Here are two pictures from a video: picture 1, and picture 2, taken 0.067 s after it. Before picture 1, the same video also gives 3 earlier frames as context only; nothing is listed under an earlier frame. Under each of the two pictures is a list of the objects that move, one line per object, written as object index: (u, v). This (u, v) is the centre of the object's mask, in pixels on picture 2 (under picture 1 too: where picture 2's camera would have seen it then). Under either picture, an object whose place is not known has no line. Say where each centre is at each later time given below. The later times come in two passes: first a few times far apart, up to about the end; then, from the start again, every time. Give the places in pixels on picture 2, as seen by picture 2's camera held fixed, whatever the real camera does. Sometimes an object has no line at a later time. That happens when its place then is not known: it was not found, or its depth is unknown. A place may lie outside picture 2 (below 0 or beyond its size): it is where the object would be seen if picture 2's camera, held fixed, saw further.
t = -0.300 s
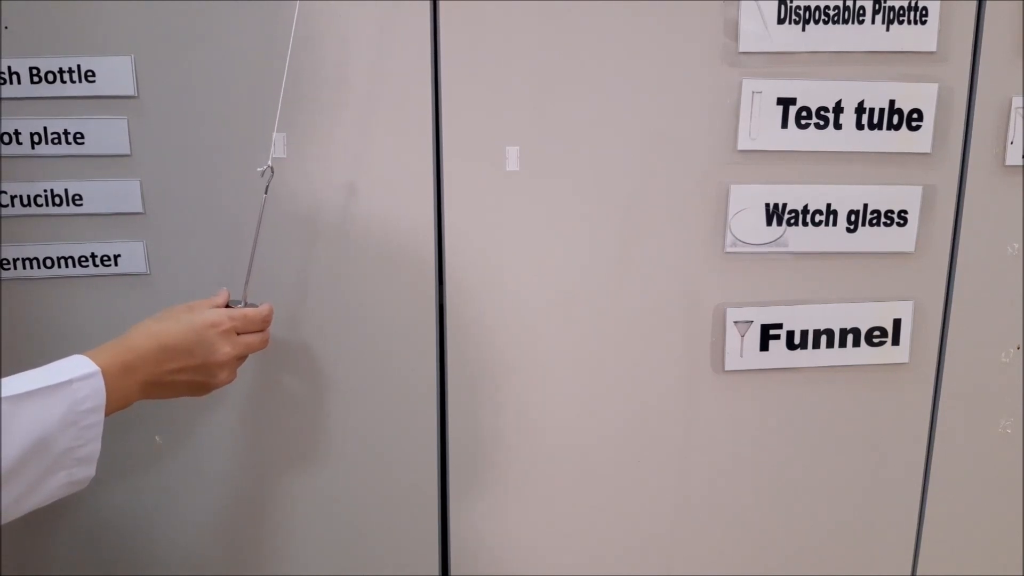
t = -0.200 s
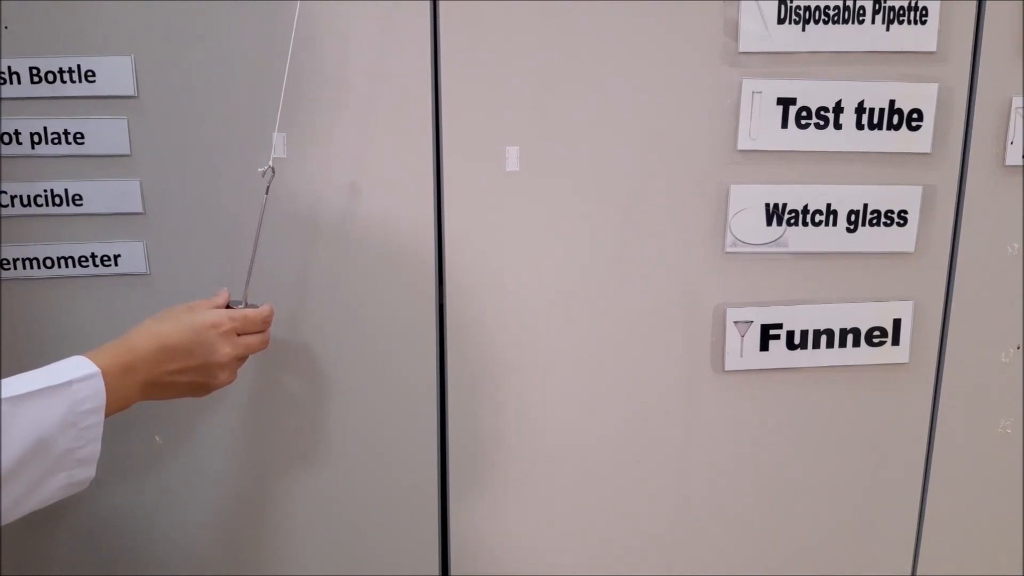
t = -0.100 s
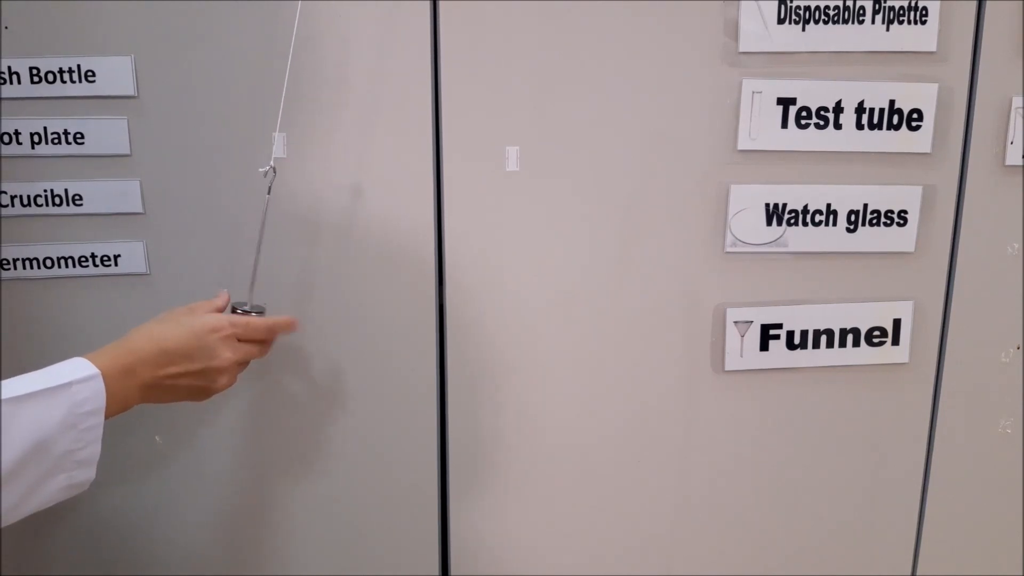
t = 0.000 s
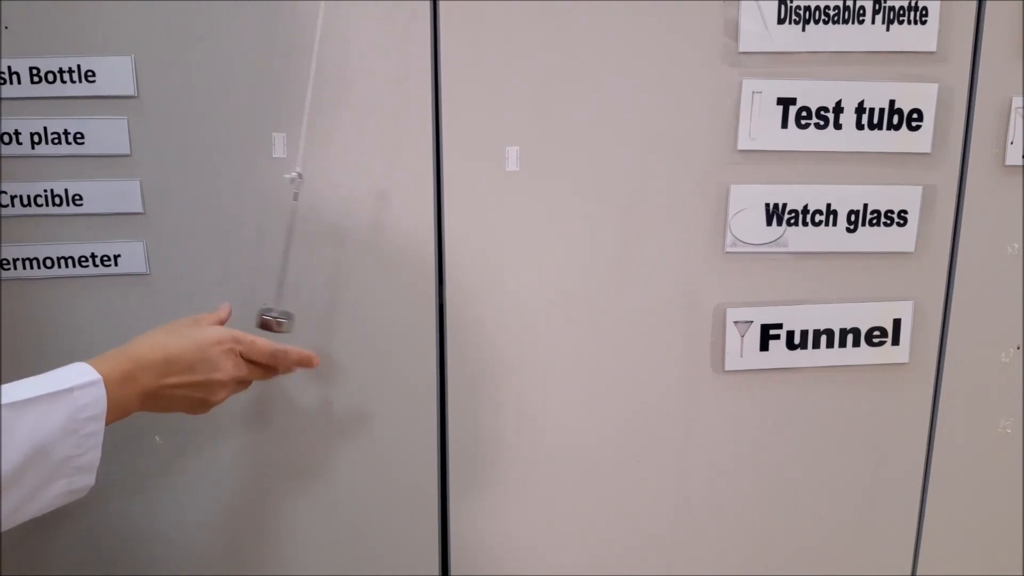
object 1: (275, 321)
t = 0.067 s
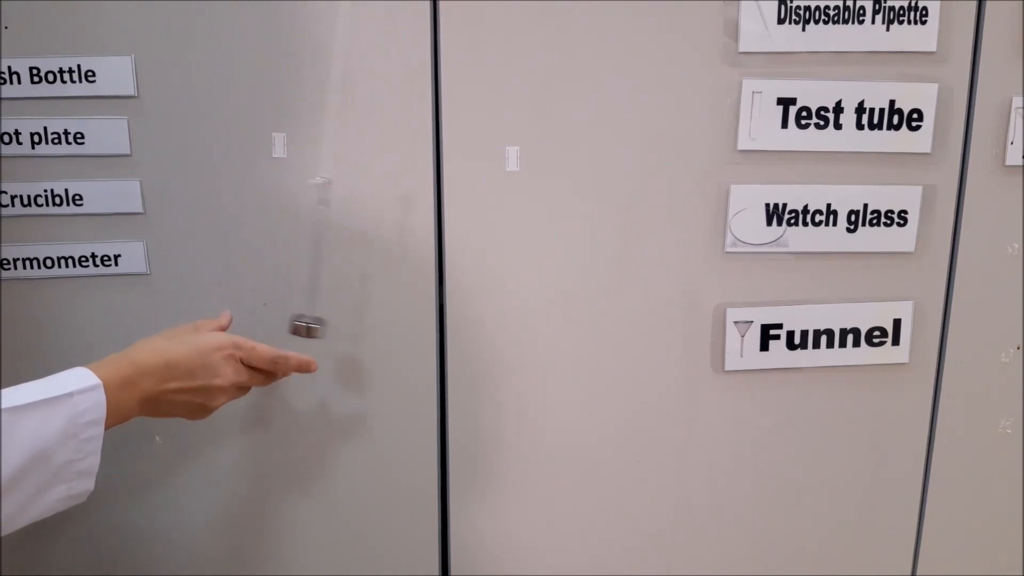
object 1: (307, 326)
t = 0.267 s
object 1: (449, 342)
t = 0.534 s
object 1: (662, 334)
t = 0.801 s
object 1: (777, 313)
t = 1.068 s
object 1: (718, 325)
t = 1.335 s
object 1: (525, 343)
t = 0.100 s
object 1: (326, 329)
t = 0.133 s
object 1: (348, 333)
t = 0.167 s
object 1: (371, 336)
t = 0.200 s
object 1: (395, 338)
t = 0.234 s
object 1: (422, 340)
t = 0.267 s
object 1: (449, 342)
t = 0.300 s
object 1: (475, 343)
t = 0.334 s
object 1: (504, 343)
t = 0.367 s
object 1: (533, 343)
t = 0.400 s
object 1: (559, 342)
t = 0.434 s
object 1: (587, 341)
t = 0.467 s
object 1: (613, 339)
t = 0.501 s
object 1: (638, 336)
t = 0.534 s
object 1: (662, 334)
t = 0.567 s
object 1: (684, 331)
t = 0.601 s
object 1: (703, 327)
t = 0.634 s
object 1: (723, 324)
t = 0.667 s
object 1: (740, 321)
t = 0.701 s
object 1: (752, 318)
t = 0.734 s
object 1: (764, 316)
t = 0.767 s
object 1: (772, 314)
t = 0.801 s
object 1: (777, 313)
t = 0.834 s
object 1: (780, 312)
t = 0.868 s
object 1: (780, 312)
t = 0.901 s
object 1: (776, 312)
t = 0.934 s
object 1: (770, 314)
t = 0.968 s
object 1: (762, 316)
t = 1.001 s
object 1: (750, 319)
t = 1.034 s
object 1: (735, 321)
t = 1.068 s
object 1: (718, 325)
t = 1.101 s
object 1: (700, 327)
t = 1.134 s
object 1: (680, 331)
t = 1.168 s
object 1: (657, 334)
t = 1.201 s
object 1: (632, 336)
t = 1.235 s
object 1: (607, 339)
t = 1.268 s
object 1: (580, 340)
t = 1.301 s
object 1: (553, 342)
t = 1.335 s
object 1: (525, 343)
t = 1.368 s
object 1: (498, 342)
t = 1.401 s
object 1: (470, 342)
